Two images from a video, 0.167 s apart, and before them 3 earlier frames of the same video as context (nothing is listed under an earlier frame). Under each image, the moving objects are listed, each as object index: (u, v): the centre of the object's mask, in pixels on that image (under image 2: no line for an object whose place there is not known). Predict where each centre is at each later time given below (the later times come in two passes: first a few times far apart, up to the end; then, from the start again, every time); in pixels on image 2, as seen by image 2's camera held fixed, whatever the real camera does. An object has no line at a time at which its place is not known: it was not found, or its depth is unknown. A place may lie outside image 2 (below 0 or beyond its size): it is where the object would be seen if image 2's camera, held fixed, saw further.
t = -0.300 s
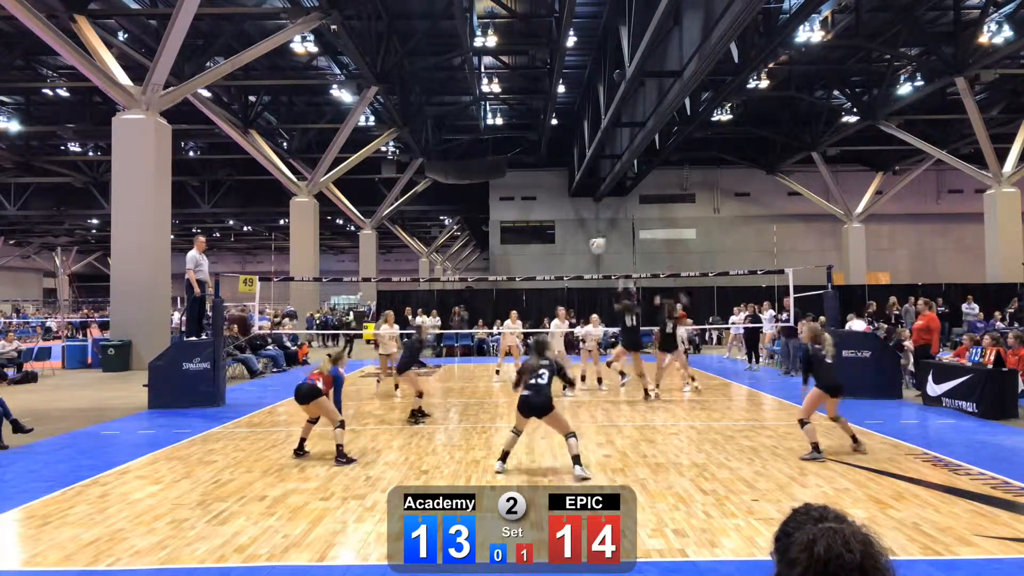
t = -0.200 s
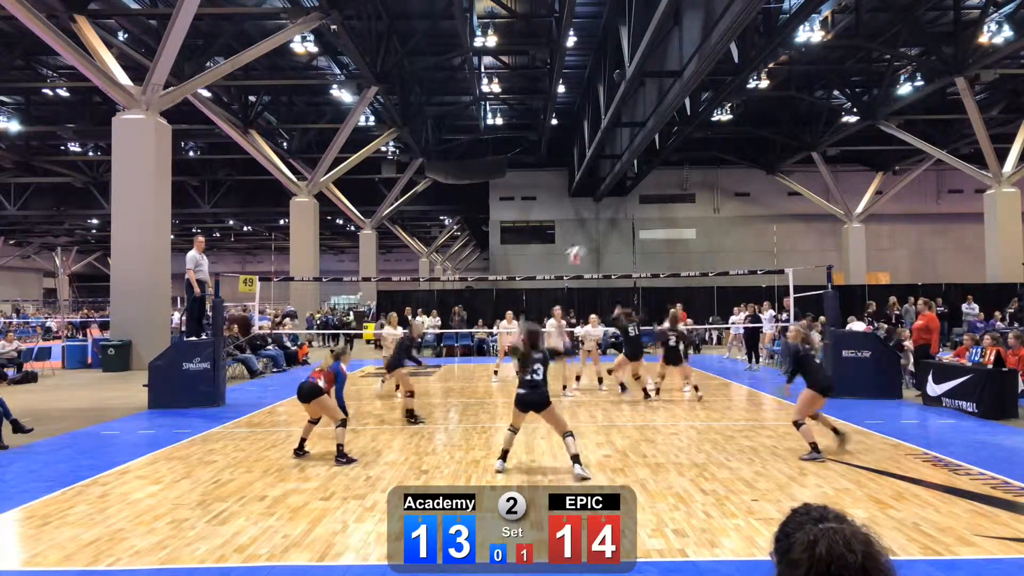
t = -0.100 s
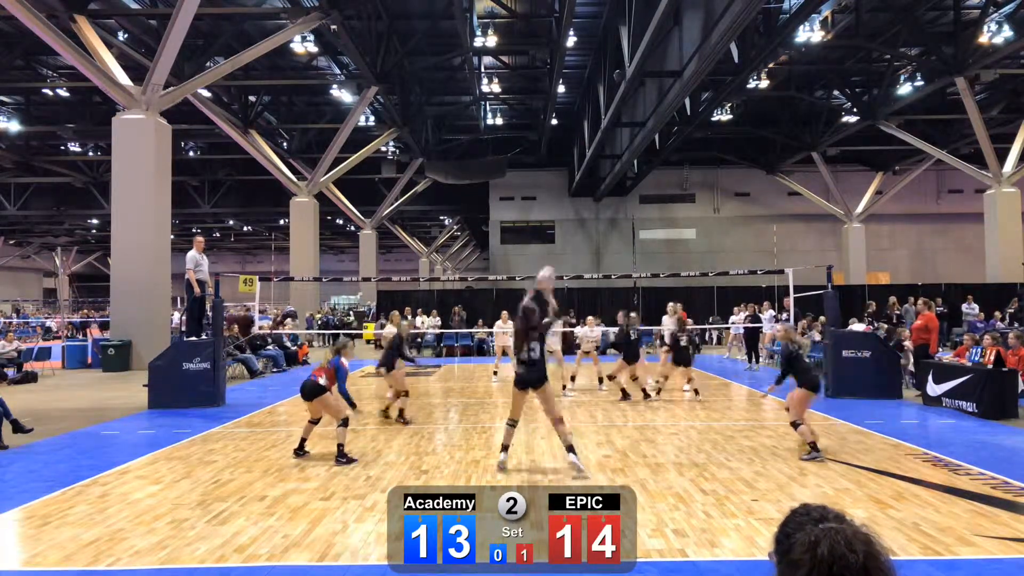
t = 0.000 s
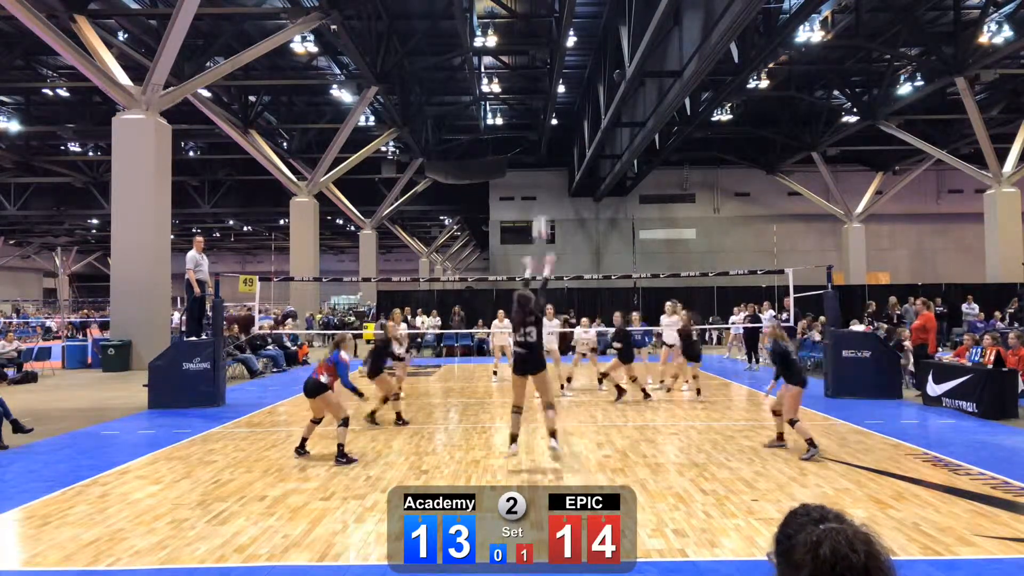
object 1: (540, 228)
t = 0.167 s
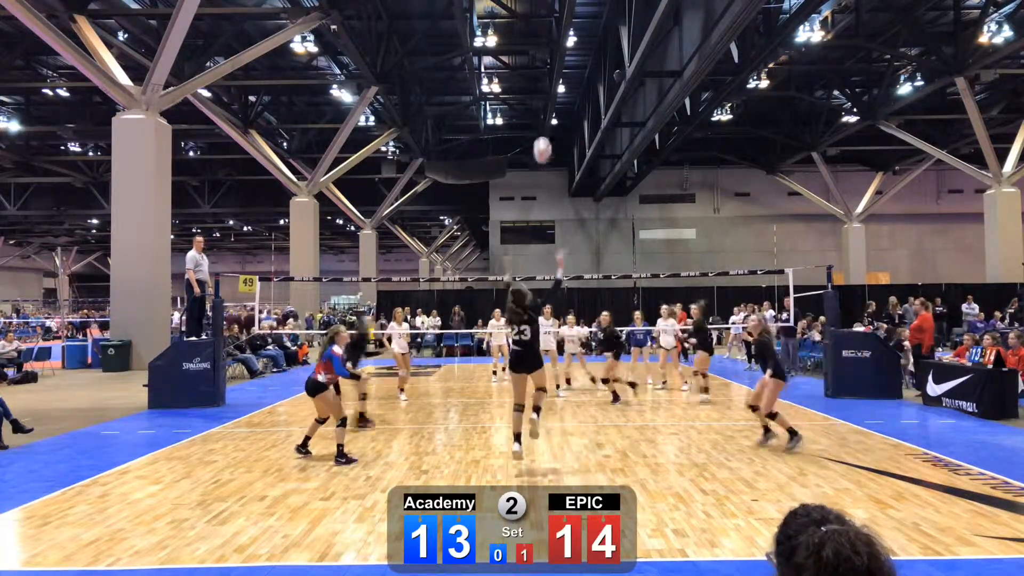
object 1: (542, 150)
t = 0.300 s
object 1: (543, 106)
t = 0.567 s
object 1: (546, 70)
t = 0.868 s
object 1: (550, 98)
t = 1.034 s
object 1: (553, 144)
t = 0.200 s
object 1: (542, 137)
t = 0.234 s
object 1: (542, 126)
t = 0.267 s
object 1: (543, 116)
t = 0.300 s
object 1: (543, 106)
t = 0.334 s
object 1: (543, 97)
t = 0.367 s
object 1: (544, 90)
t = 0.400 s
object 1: (544, 85)
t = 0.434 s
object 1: (544, 80)
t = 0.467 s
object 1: (545, 76)
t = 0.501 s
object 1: (545, 73)
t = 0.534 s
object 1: (546, 71)
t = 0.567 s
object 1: (546, 70)
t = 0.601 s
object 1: (547, 69)
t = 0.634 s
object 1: (547, 70)
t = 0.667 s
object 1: (548, 71)
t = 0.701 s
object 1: (548, 74)
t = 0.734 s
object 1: (549, 77)
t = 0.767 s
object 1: (549, 81)
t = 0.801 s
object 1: (549, 86)
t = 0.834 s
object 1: (549, 92)
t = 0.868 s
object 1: (550, 98)
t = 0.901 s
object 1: (551, 106)
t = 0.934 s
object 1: (552, 114)
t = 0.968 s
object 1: (553, 123)
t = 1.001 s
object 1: (553, 133)
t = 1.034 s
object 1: (553, 144)
